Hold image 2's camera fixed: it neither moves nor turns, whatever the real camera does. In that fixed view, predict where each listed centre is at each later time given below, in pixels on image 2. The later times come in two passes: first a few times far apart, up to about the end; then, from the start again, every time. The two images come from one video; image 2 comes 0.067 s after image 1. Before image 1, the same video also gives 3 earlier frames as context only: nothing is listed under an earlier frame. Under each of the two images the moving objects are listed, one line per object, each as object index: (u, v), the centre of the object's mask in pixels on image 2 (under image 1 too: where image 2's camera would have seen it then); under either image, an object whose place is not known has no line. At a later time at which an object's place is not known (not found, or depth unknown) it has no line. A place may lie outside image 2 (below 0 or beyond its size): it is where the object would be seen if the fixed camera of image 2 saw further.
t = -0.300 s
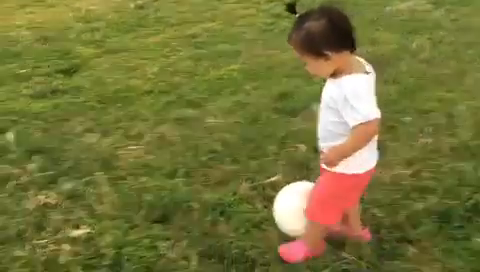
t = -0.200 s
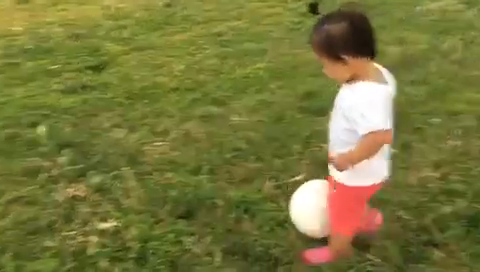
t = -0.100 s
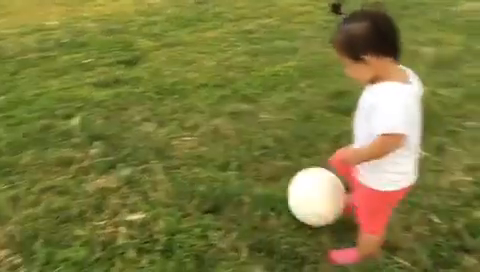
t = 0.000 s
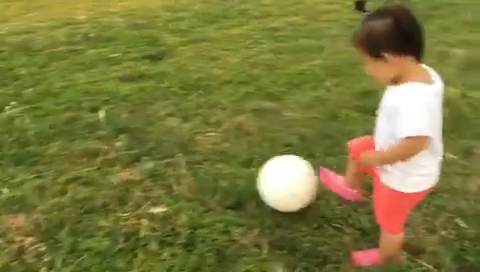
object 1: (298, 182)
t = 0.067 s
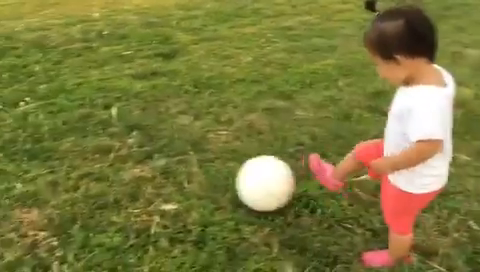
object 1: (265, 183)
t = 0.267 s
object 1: (205, 182)
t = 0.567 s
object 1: (135, 183)
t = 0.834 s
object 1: (106, 178)
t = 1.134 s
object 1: (111, 180)
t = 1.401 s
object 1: (126, 186)
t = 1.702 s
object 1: (128, 185)
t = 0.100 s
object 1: (252, 182)
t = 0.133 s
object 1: (242, 180)
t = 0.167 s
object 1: (232, 178)
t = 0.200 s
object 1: (223, 178)
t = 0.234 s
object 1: (214, 180)
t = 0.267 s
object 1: (205, 182)
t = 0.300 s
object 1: (196, 184)
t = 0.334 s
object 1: (187, 185)
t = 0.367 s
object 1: (178, 184)
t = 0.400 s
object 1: (170, 184)
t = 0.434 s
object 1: (163, 184)
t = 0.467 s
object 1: (155, 183)
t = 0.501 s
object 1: (148, 183)
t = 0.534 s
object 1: (141, 183)
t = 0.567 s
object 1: (135, 183)
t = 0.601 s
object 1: (130, 183)
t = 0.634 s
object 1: (124, 183)
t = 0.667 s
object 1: (120, 182)
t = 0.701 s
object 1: (116, 181)
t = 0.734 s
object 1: (112, 180)
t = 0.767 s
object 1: (109, 179)
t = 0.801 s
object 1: (107, 179)
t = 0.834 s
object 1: (106, 178)
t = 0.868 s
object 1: (105, 178)
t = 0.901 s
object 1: (104, 178)
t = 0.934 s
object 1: (104, 178)
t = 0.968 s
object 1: (105, 178)
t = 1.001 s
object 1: (106, 179)
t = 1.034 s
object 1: (107, 179)
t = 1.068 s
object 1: (108, 179)
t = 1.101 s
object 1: (109, 180)
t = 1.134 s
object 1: (111, 180)
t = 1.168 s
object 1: (112, 181)
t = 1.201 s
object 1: (114, 182)
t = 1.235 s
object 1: (117, 183)
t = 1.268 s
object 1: (119, 183)
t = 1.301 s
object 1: (121, 184)
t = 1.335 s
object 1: (123, 185)
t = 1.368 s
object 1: (125, 185)
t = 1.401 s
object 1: (126, 186)
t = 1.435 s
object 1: (127, 186)
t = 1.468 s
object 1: (128, 186)
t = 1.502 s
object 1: (128, 186)
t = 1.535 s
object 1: (128, 186)
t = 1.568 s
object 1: (128, 185)
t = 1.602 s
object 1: (128, 185)
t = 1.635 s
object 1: (127, 185)
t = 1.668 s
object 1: (128, 185)
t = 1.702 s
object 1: (128, 185)
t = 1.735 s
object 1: (128, 185)
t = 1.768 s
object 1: (128, 185)
